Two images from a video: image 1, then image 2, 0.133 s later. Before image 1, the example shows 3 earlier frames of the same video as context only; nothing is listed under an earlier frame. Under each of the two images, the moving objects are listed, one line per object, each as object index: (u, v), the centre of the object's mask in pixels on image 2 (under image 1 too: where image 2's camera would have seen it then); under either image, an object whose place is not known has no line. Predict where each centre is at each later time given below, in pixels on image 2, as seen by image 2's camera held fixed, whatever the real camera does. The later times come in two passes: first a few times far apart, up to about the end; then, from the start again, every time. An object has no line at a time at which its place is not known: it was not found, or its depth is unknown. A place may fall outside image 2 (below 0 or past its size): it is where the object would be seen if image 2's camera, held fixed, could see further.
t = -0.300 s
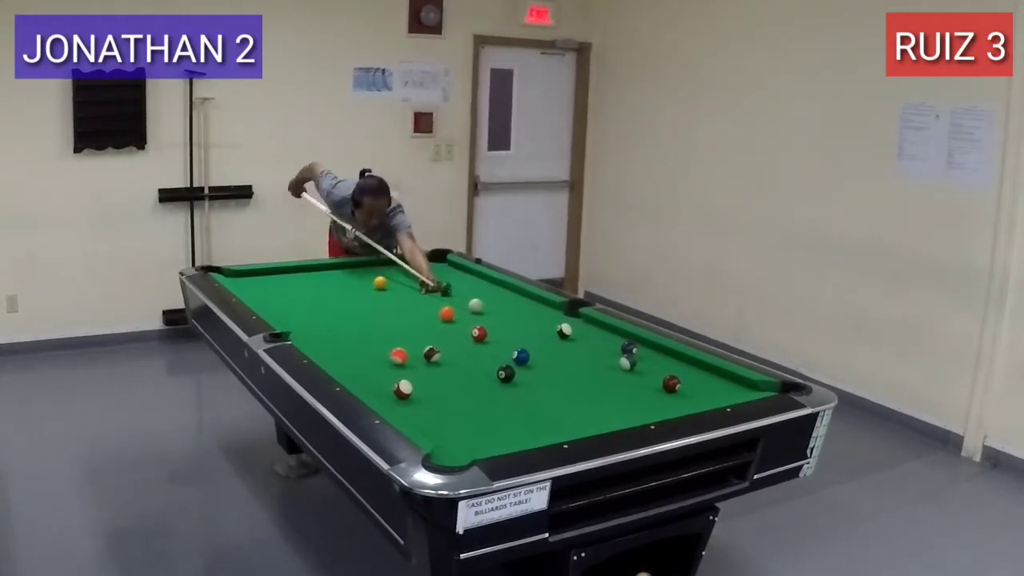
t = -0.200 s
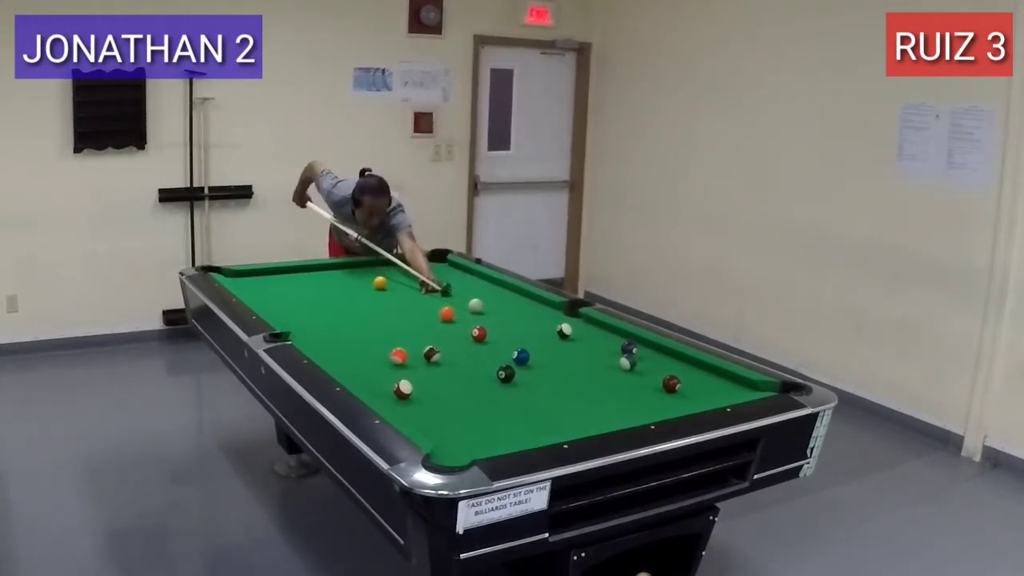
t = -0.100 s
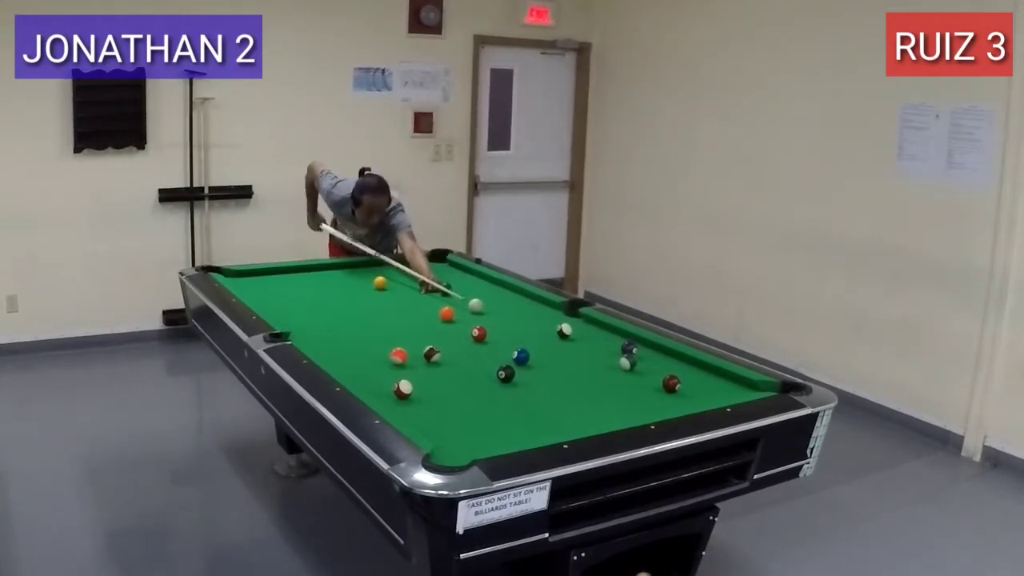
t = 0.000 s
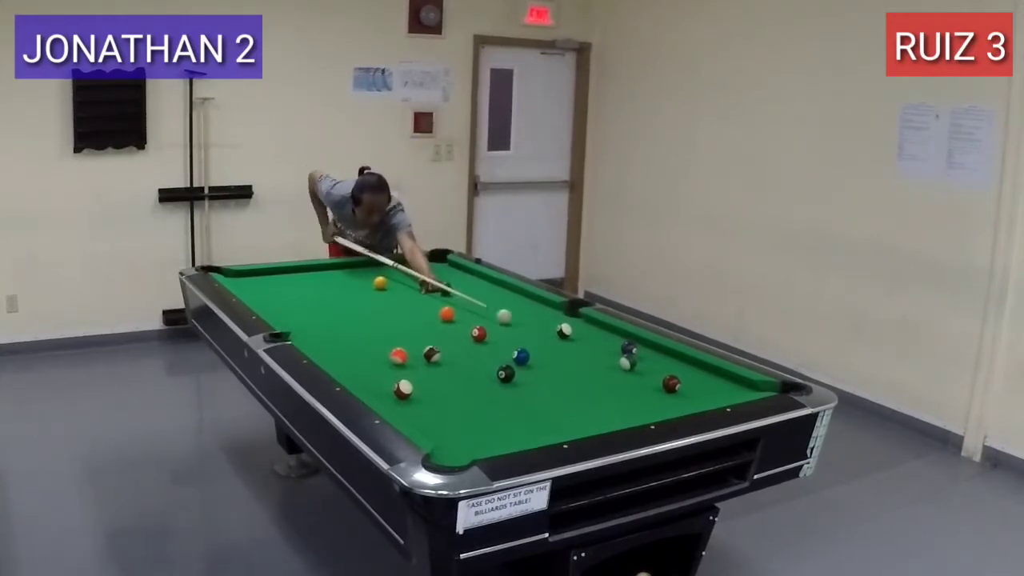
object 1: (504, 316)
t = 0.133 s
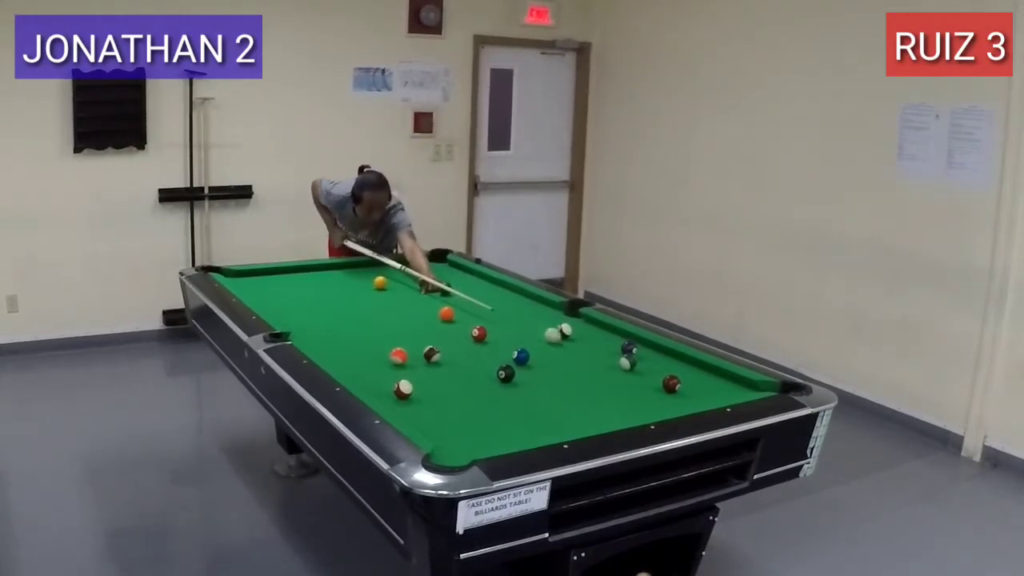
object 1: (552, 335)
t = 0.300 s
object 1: (611, 359)
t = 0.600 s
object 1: (615, 386)
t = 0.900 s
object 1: (630, 415)
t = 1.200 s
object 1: (581, 412)
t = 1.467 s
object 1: (538, 405)
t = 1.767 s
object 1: (495, 398)
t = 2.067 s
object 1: (457, 391)
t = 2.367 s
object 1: (424, 385)
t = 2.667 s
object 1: (397, 376)
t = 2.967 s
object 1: (377, 373)
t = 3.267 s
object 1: (358, 369)
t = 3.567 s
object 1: (344, 365)
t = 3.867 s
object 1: (337, 361)
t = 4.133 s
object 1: (338, 359)
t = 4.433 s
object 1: (339, 359)
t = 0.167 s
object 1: (565, 340)
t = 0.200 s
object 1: (578, 345)
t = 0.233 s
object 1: (592, 350)
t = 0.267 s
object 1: (605, 356)
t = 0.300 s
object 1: (611, 359)
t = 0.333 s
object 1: (609, 362)
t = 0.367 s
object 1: (608, 364)
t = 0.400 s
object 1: (607, 367)
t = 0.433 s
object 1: (608, 370)
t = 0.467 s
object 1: (609, 373)
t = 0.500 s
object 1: (610, 376)
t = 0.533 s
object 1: (612, 379)
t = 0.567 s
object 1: (613, 382)
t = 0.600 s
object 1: (615, 386)
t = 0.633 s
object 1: (617, 389)
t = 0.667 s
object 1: (618, 393)
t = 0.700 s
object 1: (620, 396)
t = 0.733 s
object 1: (621, 400)
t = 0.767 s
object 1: (623, 403)
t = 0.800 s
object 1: (625, 406)
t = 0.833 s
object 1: (626, 410)
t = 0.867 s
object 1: (628, 413)
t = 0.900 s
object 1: (630, 415)
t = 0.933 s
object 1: (627, 416)
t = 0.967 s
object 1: (621, 416)
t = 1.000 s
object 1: (615, 415)
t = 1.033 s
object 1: (609, 415)
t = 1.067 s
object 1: (603, 414)
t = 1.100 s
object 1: (597, 414)
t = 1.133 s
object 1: (592, 414)
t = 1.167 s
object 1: (586, 413)
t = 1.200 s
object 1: (581, 412)
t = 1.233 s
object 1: (575, 411)
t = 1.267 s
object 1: (570, 410)
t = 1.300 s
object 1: (564, 409)
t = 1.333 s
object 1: (558, 408)
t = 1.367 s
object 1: (553, 407)
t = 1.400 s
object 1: (548, 407)
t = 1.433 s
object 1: (543, 406)
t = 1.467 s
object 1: (538, 405)
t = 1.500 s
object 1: (533, 404)
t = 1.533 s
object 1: (528, 403)
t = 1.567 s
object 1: (523, 402)
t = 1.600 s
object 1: (518, 402)
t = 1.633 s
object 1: (513, 401)
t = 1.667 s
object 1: (508, 400)
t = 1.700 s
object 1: (504, 399)
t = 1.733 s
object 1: (499, 399)
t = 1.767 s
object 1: (495, 398)
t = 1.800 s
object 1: (490, 397)
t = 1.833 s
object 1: (486, 396)
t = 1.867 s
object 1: (482, 395)
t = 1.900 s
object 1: (477, 395)
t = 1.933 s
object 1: (473, 394)
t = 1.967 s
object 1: (469, 393)
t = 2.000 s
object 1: (465, 392)
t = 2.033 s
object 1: (461, 392)
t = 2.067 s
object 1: (457, 391)
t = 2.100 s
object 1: (453, 391)
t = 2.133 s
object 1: (449, 390)
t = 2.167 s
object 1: (445, 389)
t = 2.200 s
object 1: (442, 389)
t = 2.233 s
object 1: (438, 388)
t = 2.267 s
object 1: (434, 387)
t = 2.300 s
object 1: (431, 387)
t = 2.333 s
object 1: (427, 386)
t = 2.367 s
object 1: (424, 385)
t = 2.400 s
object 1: (421, 384)
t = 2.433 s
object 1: (418, 383)
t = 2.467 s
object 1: (415, 382)
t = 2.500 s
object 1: (413, 381)
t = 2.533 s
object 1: (410, 380)
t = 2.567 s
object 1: (407, 378)
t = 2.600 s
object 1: (403, 377)
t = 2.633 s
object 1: (400, 377)
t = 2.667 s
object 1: (397, 376)
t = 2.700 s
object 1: (394, 376)
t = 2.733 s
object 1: (392, 376)
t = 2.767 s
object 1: (390, 376)
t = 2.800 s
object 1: (388, 376)
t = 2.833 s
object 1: (386, 376)
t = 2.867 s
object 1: (383, 375)
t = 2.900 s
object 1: (381, 374)
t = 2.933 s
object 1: (379, 374)
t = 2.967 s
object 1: (377, 373)
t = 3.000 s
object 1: (375, 373)
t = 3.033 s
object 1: (372, 372)
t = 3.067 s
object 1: (370, 372)
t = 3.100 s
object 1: (368, 371)
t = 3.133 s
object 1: (367, 371)
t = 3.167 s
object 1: (364, 370)
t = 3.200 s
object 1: (362, 370)
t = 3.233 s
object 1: (360, 369)
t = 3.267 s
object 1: (358, 369)
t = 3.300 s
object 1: (357, 368)
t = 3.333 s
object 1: (355, 368)
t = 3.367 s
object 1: (353, 368)
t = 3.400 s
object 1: (351, 367)
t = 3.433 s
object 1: (350, 367)
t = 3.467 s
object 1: (348, 366)
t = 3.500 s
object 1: (347, 366)
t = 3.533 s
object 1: (346, 365)
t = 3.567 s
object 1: (344, 365)
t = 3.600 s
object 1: (343, 364)
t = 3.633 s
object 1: (341, 364)
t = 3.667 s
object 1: (340, 363)
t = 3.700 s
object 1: (339, 362)
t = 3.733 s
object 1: (338, 362)
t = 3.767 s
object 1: (337, 362)
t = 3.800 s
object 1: (337, 361)
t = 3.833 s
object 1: (337, 361)
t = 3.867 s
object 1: (337, 361)
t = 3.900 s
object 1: (337, 361)
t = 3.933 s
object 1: (337, 360)
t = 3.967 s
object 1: (337, 360)
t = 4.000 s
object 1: (337, 360)
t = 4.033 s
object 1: (337, 360)
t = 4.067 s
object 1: (337, 360)
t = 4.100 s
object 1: (338, 359)
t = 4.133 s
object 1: (338, 359)
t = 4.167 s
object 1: (338, 359)
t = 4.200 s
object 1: (338, 359)
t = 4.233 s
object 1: (338, 359)
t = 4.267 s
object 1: (338, 359)
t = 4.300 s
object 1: (338, 359)
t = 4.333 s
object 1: (338, 359)
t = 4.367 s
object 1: (339, 359)
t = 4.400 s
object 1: (339, 358)
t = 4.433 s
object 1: (339, 359)
